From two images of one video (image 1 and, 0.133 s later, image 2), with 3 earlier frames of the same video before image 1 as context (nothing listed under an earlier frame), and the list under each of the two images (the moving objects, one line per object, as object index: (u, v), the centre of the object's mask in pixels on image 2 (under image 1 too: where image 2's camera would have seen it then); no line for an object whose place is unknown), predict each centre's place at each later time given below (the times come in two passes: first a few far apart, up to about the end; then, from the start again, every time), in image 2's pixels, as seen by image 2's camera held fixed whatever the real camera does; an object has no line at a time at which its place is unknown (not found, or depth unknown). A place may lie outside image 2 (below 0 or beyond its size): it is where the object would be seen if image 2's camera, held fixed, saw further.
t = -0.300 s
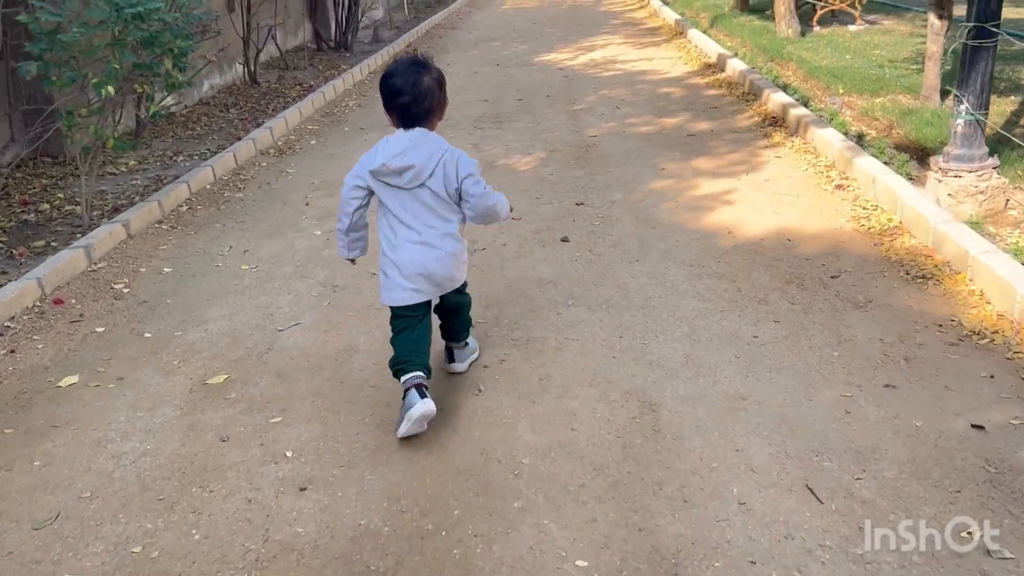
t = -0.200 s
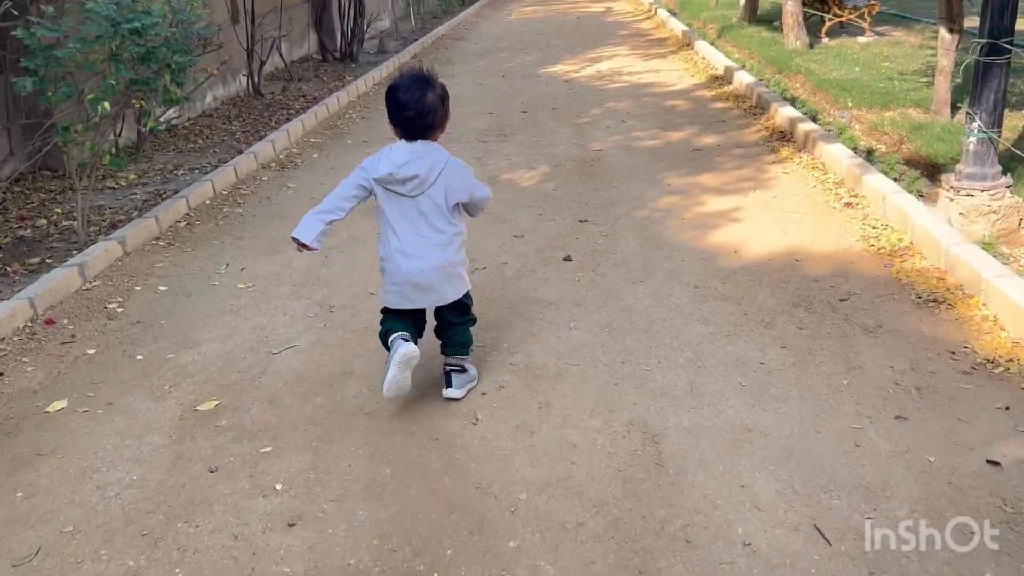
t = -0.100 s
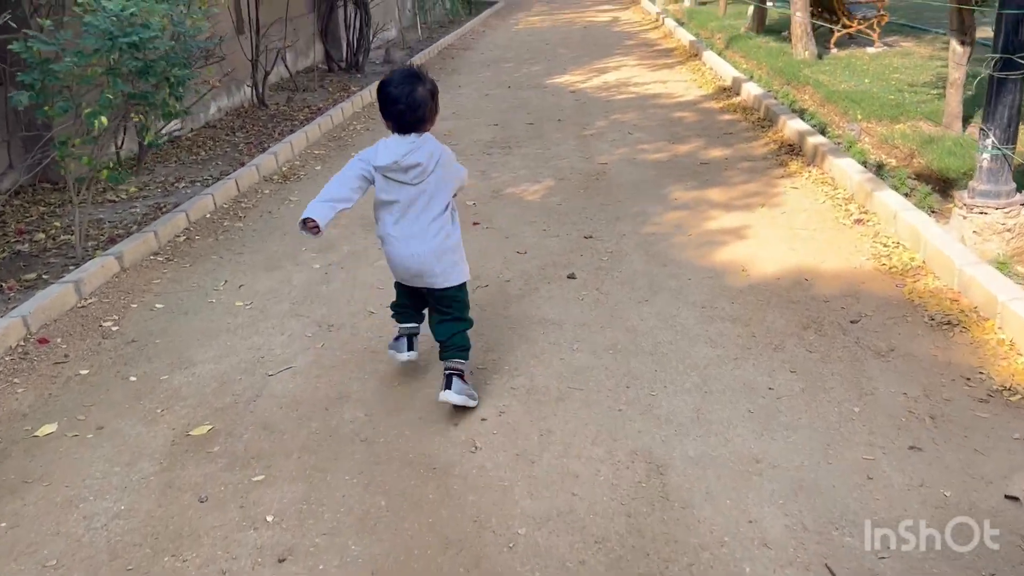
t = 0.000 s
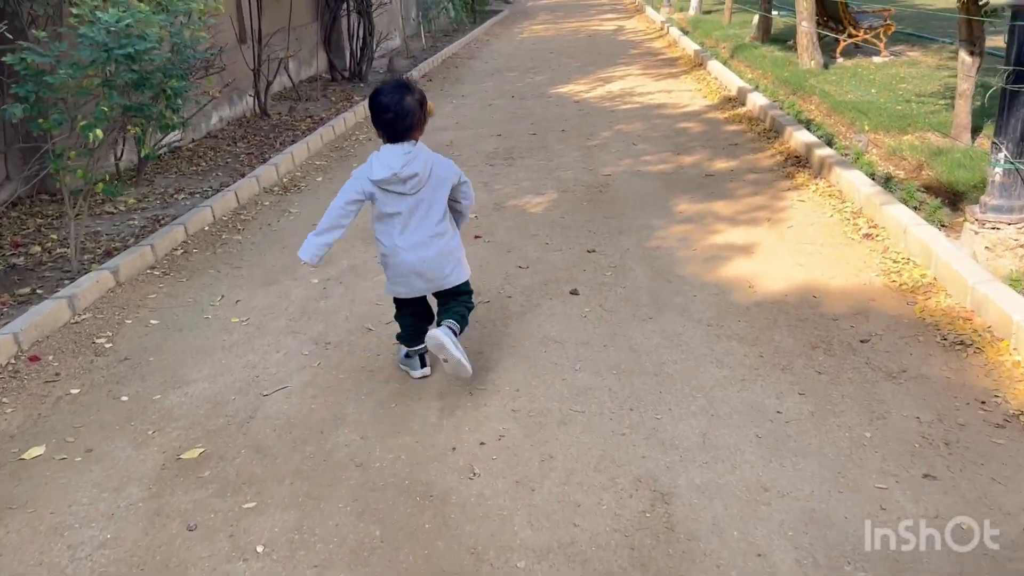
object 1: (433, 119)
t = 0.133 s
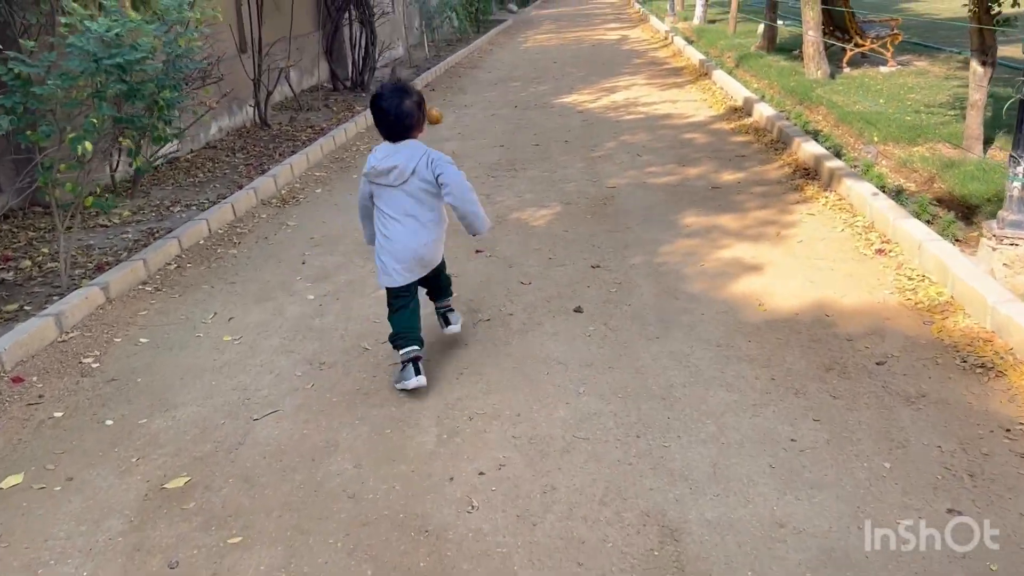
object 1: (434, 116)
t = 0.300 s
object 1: (443, 112)
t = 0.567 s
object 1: (458, 108)
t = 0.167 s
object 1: (436, 115)
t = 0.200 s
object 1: (437, 114)
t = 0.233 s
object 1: (439, 113)
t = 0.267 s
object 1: (442, 113)
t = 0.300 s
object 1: (443, 112)
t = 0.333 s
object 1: (445, 111)
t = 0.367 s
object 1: (447, 110)
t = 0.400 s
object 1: (449, 110)
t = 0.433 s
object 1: (451, 110)
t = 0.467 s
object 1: (453, 110)
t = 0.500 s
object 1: (455, 109)
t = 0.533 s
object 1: (456, 108)
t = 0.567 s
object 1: (458, 108)
